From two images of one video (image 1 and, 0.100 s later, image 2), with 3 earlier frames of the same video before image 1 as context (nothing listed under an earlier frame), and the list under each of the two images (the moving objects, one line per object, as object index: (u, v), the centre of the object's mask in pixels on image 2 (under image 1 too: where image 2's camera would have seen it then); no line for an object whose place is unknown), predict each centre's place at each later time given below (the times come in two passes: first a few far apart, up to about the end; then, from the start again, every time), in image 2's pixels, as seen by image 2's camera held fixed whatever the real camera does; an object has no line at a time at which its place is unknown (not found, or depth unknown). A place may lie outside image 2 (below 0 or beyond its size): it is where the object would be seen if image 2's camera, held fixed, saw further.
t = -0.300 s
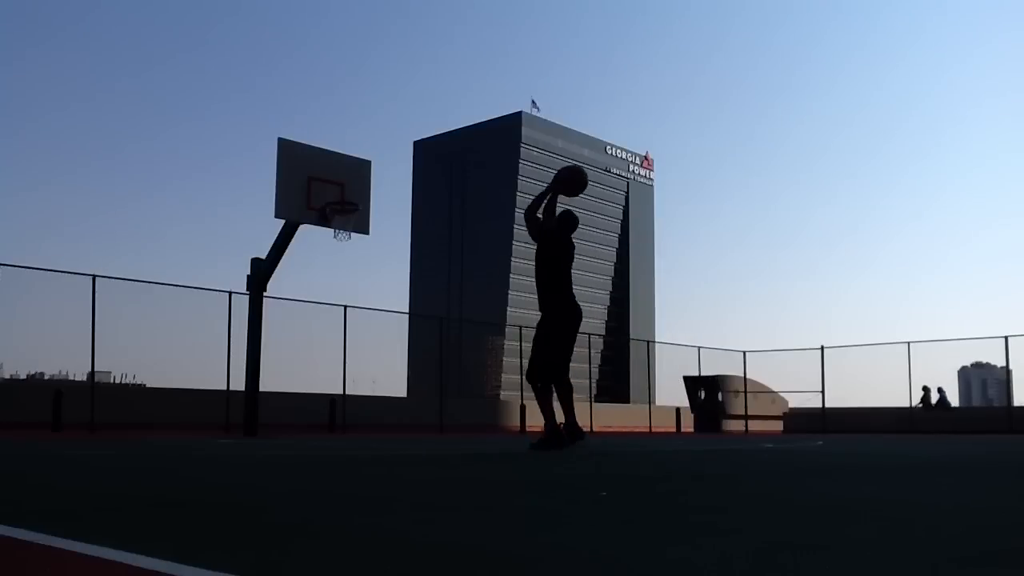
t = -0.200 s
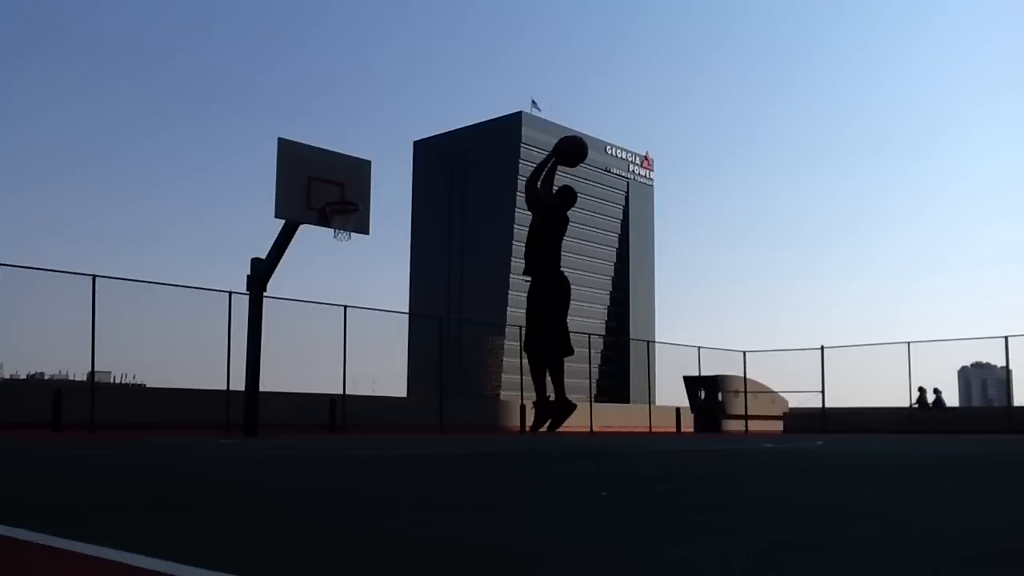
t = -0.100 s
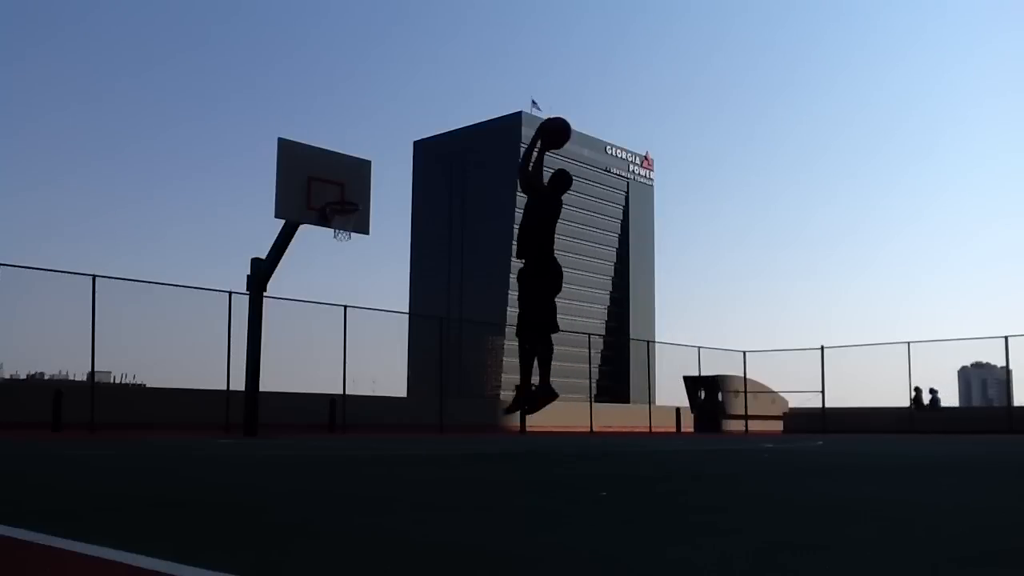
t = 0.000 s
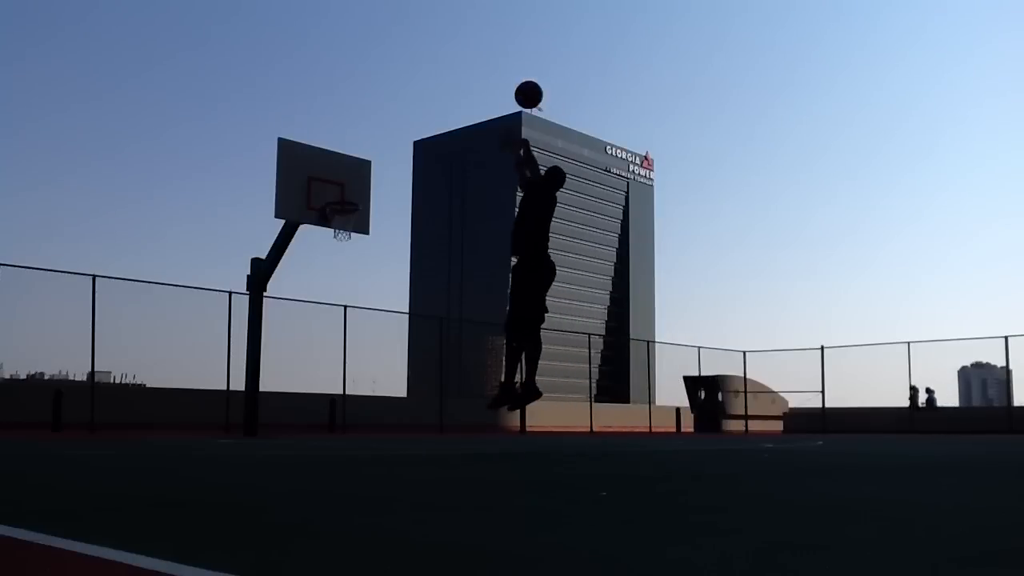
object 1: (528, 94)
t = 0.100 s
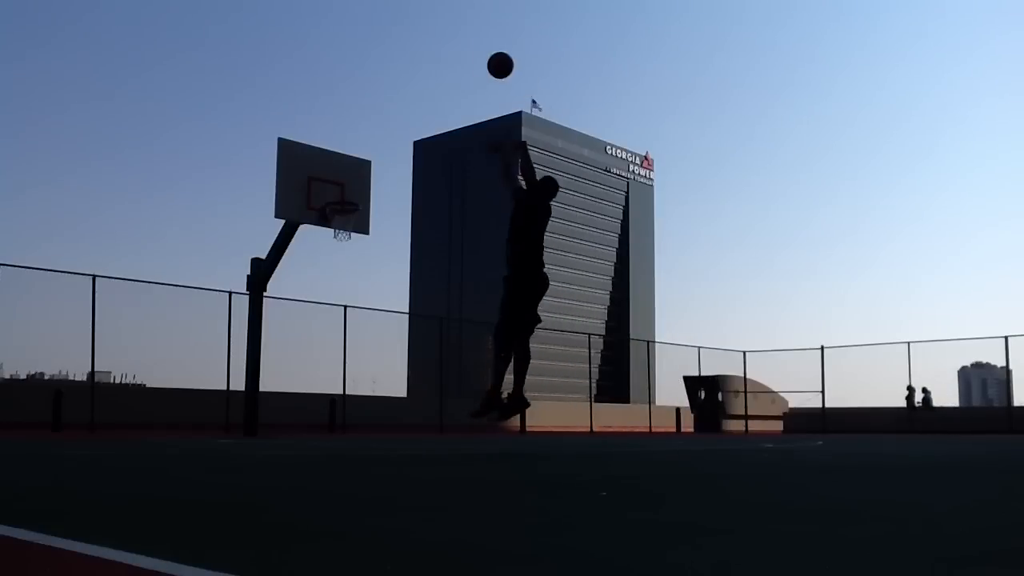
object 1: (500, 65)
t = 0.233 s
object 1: (467, 46)
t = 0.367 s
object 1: (439, 45)
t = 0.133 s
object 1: (491, 58)
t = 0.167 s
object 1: (483, 53)
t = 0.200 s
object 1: (475, 49)
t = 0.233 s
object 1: (467, 46)
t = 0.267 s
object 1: (460, 44)
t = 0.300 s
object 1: (453, 43)
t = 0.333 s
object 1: (446, 44)
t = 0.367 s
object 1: (439, 45)
